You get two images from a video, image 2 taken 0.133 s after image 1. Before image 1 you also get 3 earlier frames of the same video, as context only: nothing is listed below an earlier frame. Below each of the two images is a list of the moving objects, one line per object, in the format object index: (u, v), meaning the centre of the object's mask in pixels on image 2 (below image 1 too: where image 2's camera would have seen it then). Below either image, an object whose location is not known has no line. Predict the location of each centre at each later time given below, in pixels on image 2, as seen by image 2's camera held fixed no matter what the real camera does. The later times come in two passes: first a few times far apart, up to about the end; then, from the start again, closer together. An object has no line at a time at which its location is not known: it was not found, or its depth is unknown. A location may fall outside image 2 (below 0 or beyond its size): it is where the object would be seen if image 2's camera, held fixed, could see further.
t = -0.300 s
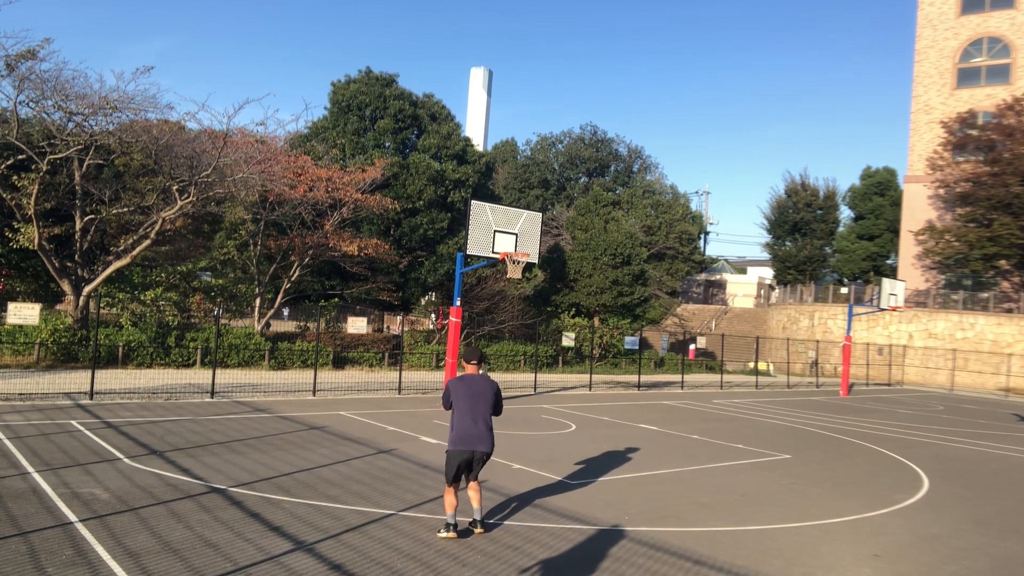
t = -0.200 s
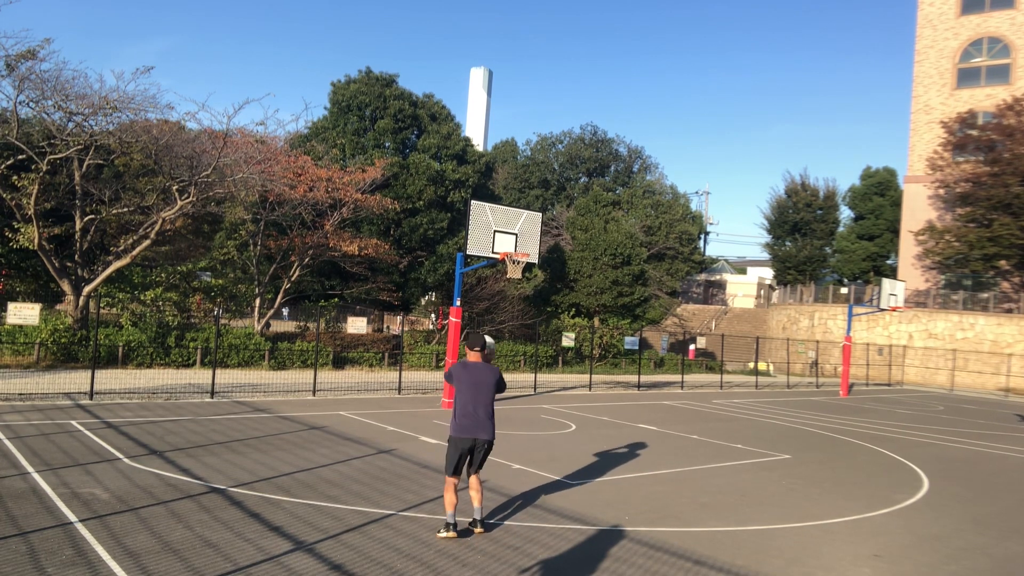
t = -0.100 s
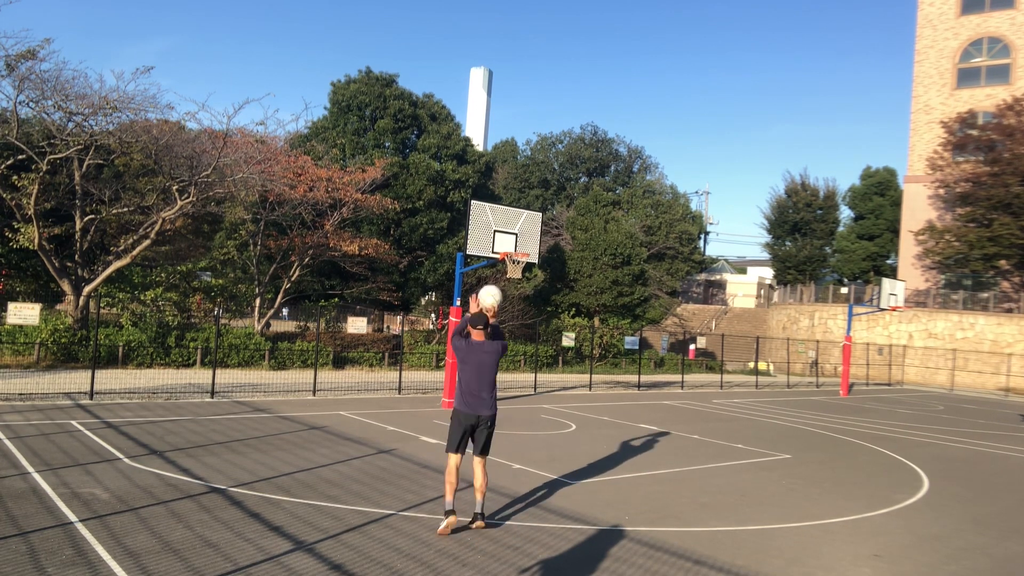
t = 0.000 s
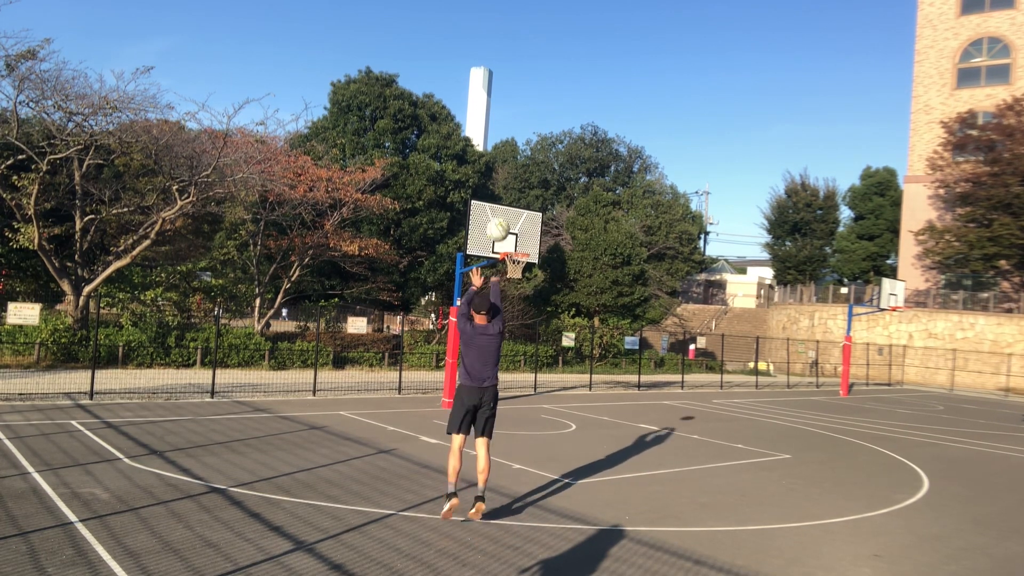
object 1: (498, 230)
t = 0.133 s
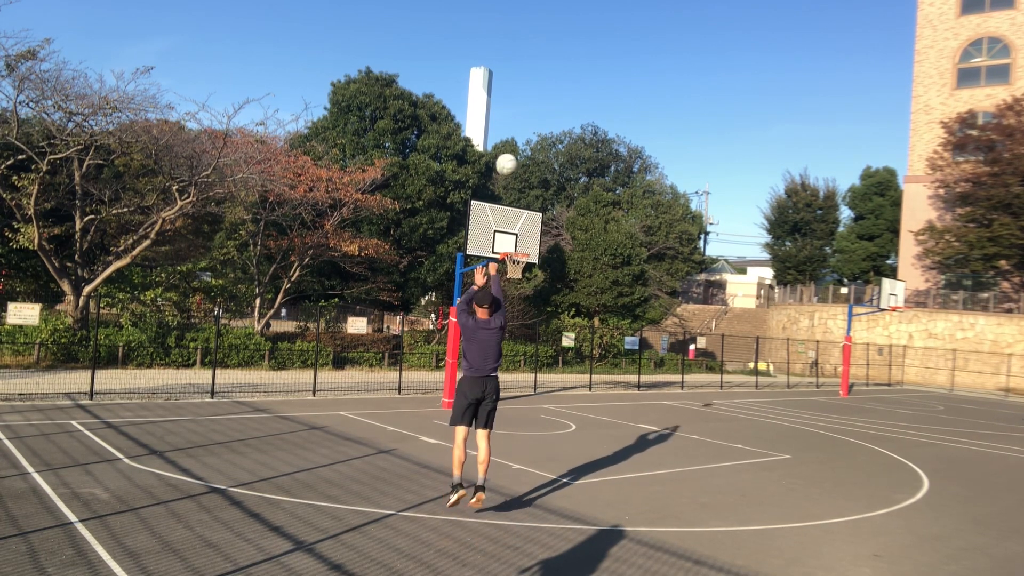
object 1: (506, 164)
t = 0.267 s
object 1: (513, 124)
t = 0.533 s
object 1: (519, 98)
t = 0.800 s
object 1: (520, 122)
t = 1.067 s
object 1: (516, 181)
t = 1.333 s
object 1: (512, 263)
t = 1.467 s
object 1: (521, 282)
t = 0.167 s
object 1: (508, 152)
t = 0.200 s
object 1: (510, 141)
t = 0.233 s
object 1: (511, 133)
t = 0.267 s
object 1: (513, 124)
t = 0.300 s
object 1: (514, 117)
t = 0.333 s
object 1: (515, 112)
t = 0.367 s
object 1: (516, 107)
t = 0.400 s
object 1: (517, 103)
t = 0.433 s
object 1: (517, 101)
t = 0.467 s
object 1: (518, 99)
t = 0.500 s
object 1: (518, 98)
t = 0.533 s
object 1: (519, 98)
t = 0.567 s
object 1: (519, 99)
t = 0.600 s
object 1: (519, 100)
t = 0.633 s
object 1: (520, 102)
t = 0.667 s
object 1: (520, 105)
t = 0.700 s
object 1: (520, 108)
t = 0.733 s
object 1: (520, 112)
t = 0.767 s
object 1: (520, 117)
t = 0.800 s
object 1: (520, 122)
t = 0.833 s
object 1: (519, 128)
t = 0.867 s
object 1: (519, 134)
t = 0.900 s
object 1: (518, 141)
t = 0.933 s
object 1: (518, 148)
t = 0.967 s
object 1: (518, 155)
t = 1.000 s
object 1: (517, 163)
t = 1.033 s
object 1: (517, 172)
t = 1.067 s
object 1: (516, 181)
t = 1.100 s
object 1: (516, 190)
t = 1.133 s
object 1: (515, 199)
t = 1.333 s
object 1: (512, 263)
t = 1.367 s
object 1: (514, 269)
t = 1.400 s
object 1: (517, 272)
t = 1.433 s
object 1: (519, 277)
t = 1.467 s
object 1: (521, 282)
